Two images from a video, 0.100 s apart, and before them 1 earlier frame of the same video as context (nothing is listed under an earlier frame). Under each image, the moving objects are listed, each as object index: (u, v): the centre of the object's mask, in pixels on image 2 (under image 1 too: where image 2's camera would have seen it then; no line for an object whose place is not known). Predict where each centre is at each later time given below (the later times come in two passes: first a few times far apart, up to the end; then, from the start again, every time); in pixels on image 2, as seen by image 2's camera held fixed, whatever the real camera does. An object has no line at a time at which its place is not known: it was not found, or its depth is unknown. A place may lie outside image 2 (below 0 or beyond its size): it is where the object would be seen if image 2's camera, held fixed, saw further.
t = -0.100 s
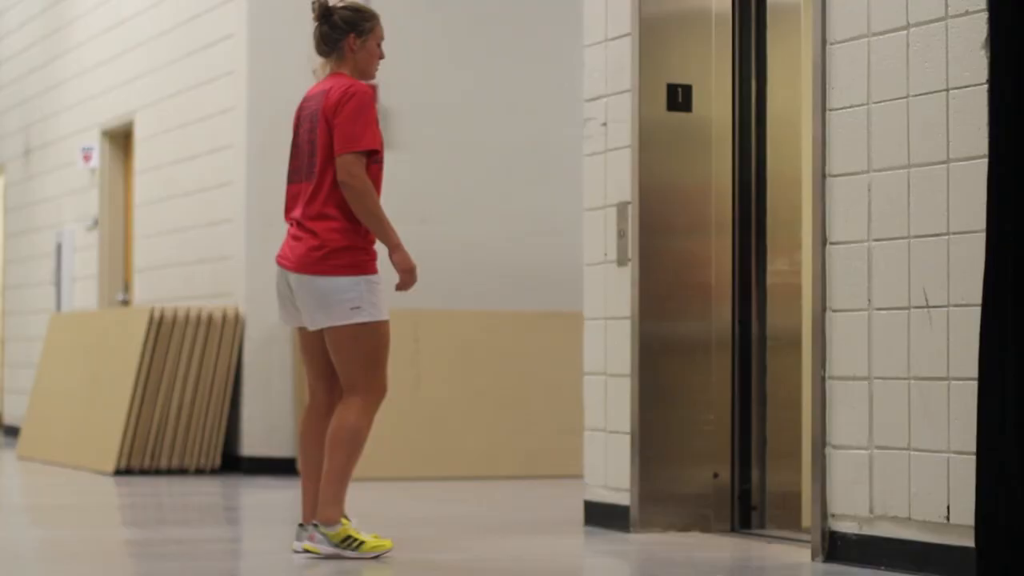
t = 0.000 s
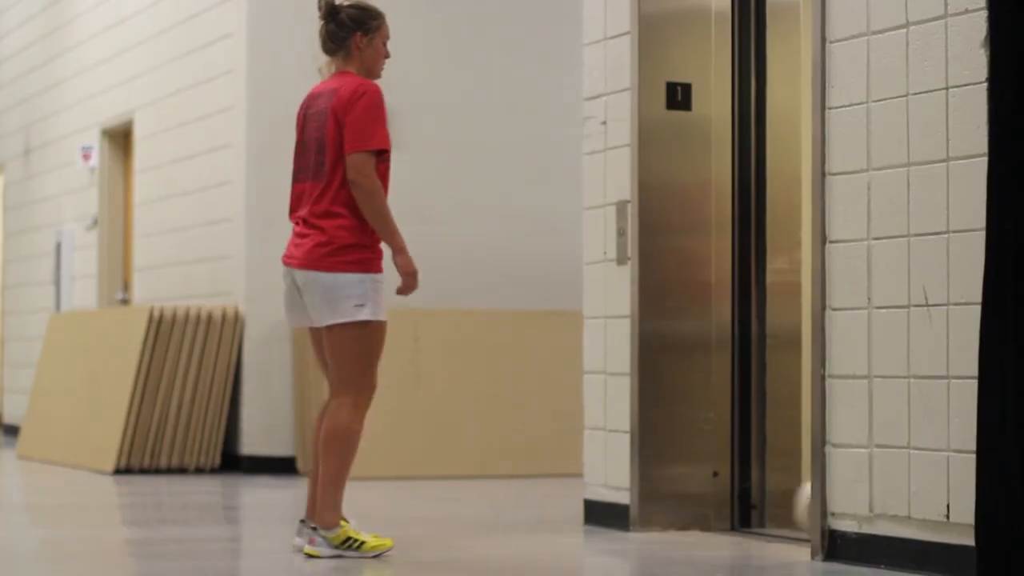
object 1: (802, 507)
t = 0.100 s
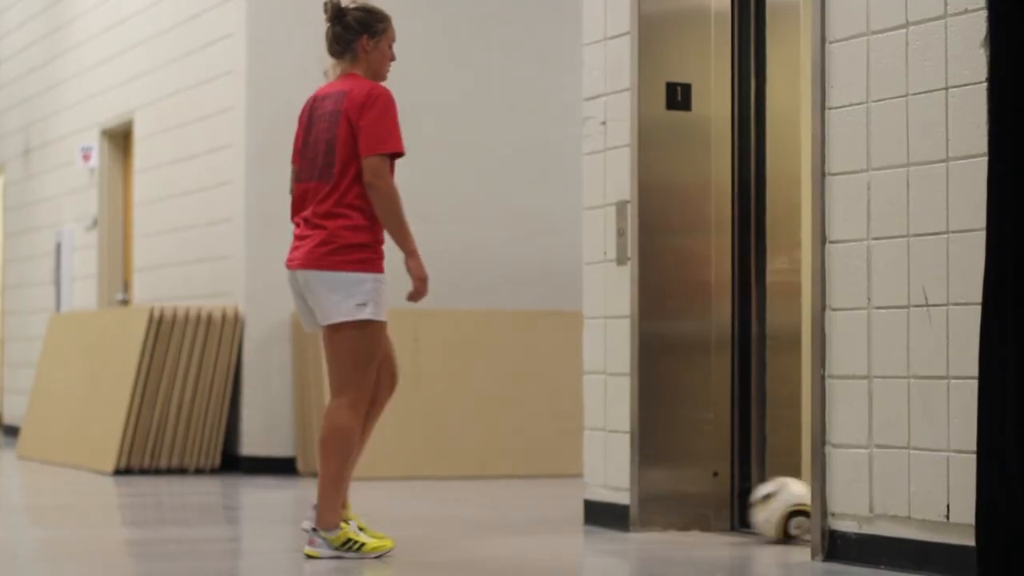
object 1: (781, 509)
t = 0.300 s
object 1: (694, 510)
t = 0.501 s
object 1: (602, 516)
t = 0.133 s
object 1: (768, 509)
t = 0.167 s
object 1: (754, 510)
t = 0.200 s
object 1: (739, 509)
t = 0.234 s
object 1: (725, 511)
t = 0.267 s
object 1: (708, 511)
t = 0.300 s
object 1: (694, 510)
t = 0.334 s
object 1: (679, 512)
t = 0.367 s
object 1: (664, 513)
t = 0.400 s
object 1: (648, 514)
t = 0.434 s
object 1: (633, 514)
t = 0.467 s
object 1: (617, 515)
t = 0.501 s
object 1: (602, 516)
